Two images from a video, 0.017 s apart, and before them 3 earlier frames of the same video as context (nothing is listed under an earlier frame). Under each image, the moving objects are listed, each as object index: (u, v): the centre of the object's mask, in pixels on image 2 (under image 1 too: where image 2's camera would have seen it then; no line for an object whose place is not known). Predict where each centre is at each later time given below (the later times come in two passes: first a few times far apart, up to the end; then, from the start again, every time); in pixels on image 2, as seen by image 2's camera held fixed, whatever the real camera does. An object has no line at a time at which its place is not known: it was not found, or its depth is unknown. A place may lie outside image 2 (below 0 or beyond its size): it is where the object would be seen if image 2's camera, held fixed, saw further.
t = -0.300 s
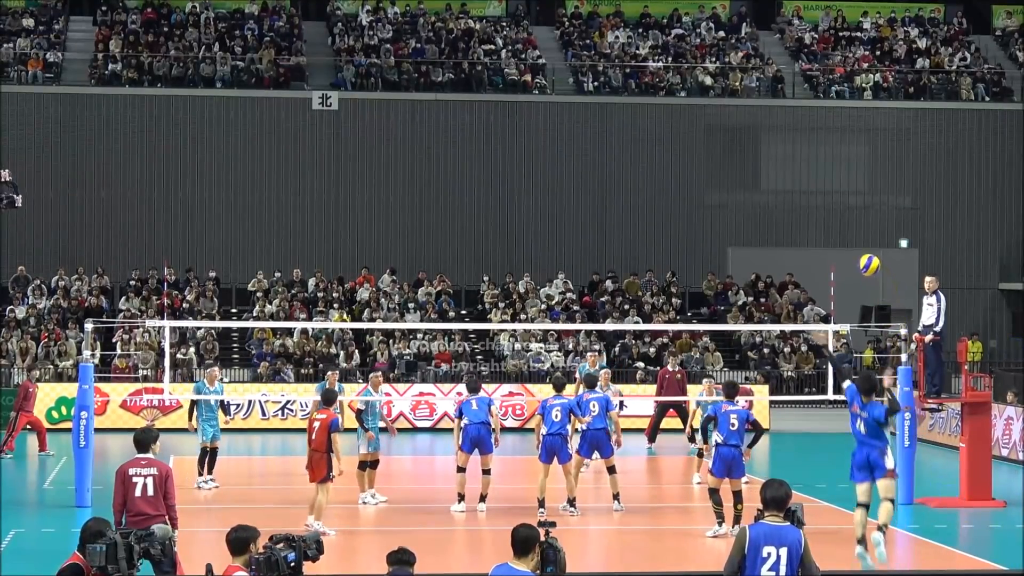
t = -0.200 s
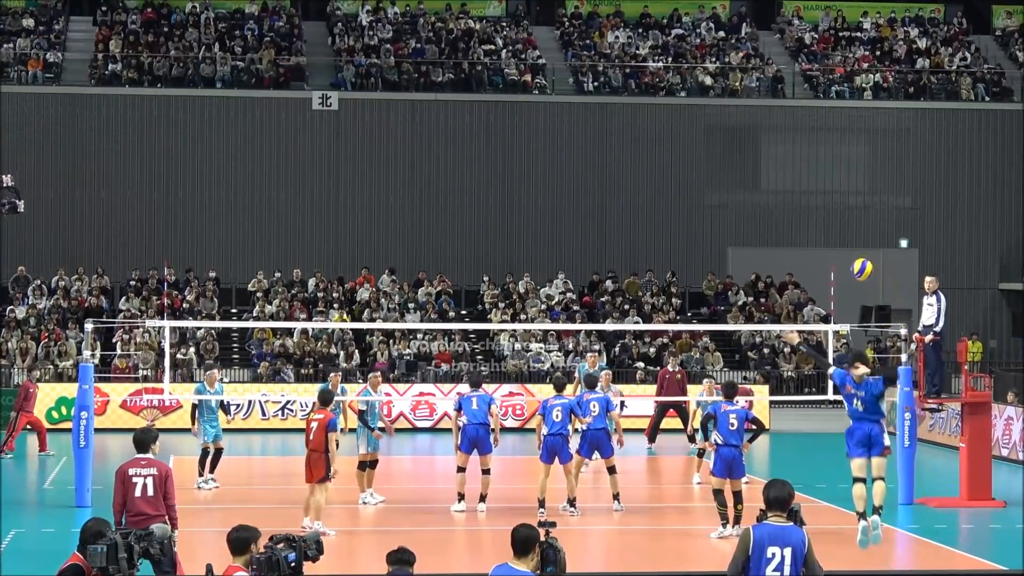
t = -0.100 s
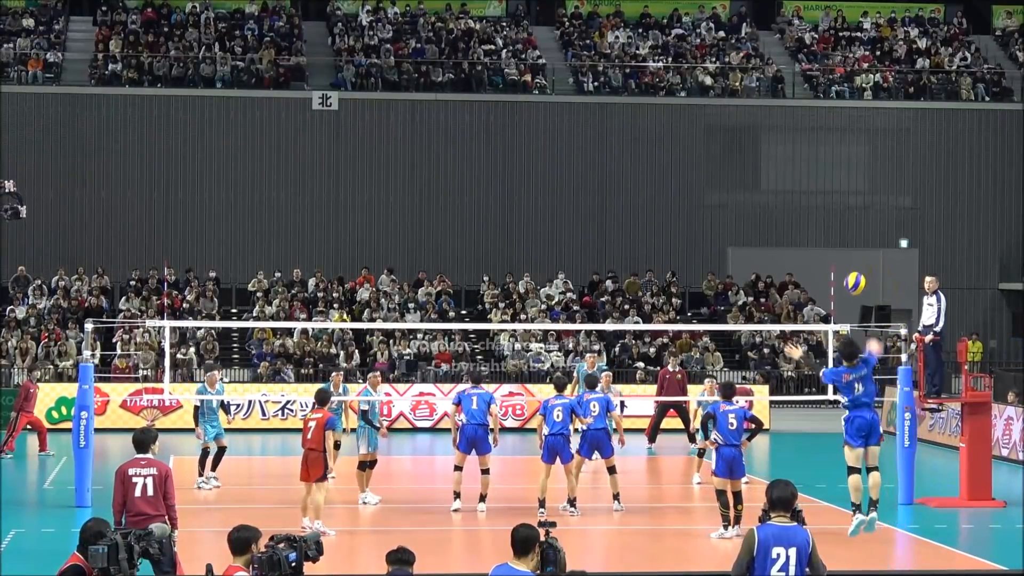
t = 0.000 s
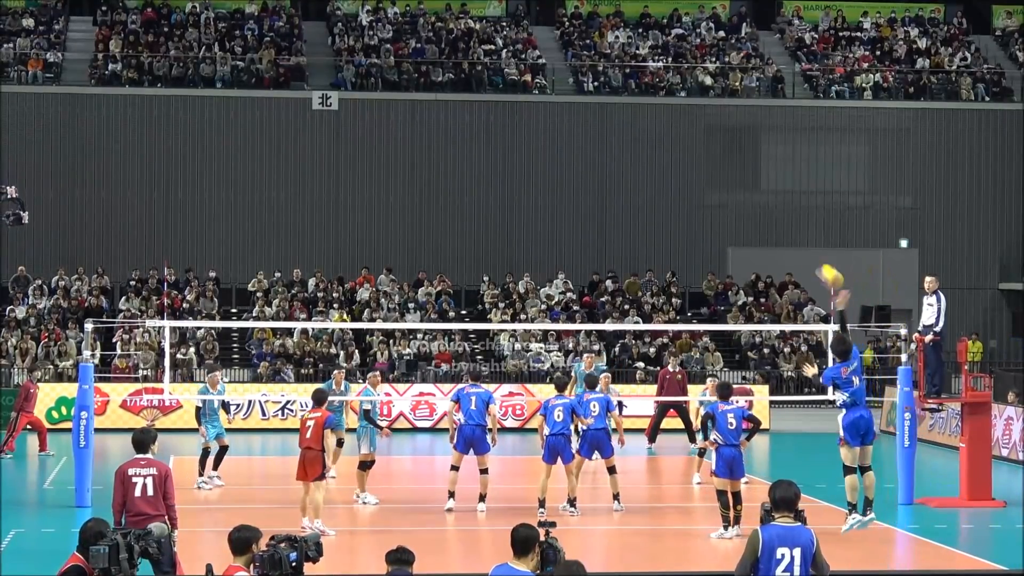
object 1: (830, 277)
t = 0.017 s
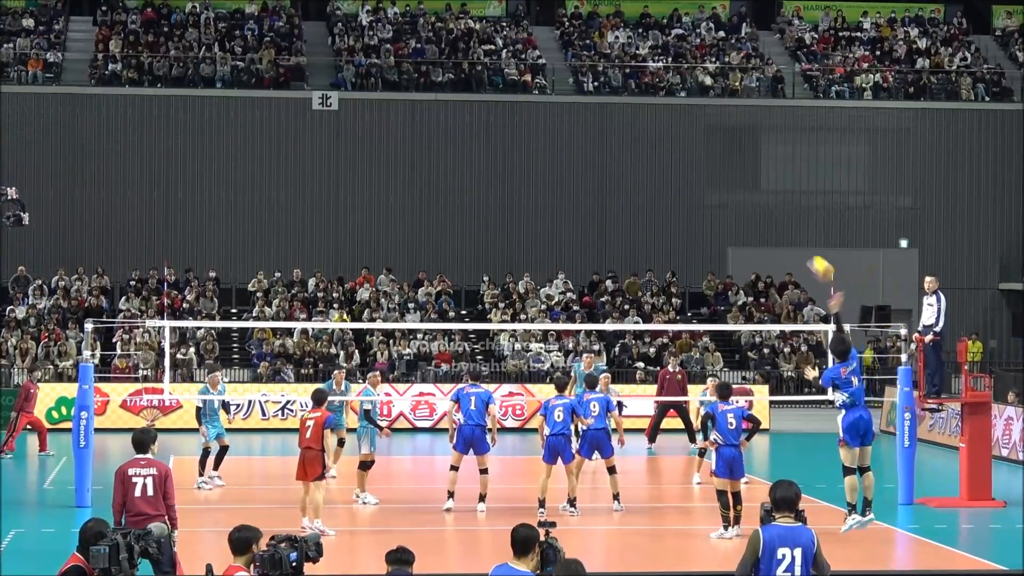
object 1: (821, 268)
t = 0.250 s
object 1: (710, 188)
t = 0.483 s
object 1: (621, 166)
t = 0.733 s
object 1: (540, 191)
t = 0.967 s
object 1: (483, 241)
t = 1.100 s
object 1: (456, 280)
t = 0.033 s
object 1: (812, 261)
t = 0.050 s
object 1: (803, 253)
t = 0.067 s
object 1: (794, 245)
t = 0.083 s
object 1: (786, 238)
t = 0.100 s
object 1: (778, 232)
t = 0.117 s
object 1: (770, 226)
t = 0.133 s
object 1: (762, 220)
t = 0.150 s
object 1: (754, 214)
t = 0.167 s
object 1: (746, 209)
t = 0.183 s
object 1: (739, 205)
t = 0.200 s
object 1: (731, 200)
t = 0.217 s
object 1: (724, 196)
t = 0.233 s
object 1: (717, 191)
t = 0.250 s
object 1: (710, 188)
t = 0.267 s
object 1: (703, 185)
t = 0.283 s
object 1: (696, 182)
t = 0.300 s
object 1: (689, 179)
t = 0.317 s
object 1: (682, 176)
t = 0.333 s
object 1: (676, 174)
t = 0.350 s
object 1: (670, 172)
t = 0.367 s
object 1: (663, 170)
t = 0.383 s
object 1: (657, 168)
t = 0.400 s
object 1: (651, 167)
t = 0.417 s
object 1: (645, 166)
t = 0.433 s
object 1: (639, 166)
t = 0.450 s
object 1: (633, 166)
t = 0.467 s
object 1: (627, 166)
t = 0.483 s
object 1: (621, 166)
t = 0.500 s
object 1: (615, 166)
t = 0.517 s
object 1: (609, 167)
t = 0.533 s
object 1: (603, 168)
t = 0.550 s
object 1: (598, 169)
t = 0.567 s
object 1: (592, 170)
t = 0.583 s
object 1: (586, 172)
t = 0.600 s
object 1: (581, 173)
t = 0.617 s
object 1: (575, 175)
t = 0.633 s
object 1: (570, 177)
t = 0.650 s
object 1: (565, 179)
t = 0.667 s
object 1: (559, 181)
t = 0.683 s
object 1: (554, 184)
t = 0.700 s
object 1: (550, 186)
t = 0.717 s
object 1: (544, 189)
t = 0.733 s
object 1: (540, 191)
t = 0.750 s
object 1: (535, 194)
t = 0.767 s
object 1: (531, 197)
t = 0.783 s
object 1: (526, 200)
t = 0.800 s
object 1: (522, 203)
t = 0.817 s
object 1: (518, 206)
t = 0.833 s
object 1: (514, 210)
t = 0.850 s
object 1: (509, 213)
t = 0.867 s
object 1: (505, 217)
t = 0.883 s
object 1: (502, 221)
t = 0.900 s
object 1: (498, 225)
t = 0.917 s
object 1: (494, 229)
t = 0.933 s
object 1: (490, 233)
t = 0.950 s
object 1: (486, 237)
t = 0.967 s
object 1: (483, 241)
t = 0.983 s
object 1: (479, 246)
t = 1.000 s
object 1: (476, 250)
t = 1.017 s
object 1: (472, 255)
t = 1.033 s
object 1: (469, 260)
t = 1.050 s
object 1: (465, 265)
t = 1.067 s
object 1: (462, 270)
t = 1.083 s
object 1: (459, 275)
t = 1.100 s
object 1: (456, 280)
